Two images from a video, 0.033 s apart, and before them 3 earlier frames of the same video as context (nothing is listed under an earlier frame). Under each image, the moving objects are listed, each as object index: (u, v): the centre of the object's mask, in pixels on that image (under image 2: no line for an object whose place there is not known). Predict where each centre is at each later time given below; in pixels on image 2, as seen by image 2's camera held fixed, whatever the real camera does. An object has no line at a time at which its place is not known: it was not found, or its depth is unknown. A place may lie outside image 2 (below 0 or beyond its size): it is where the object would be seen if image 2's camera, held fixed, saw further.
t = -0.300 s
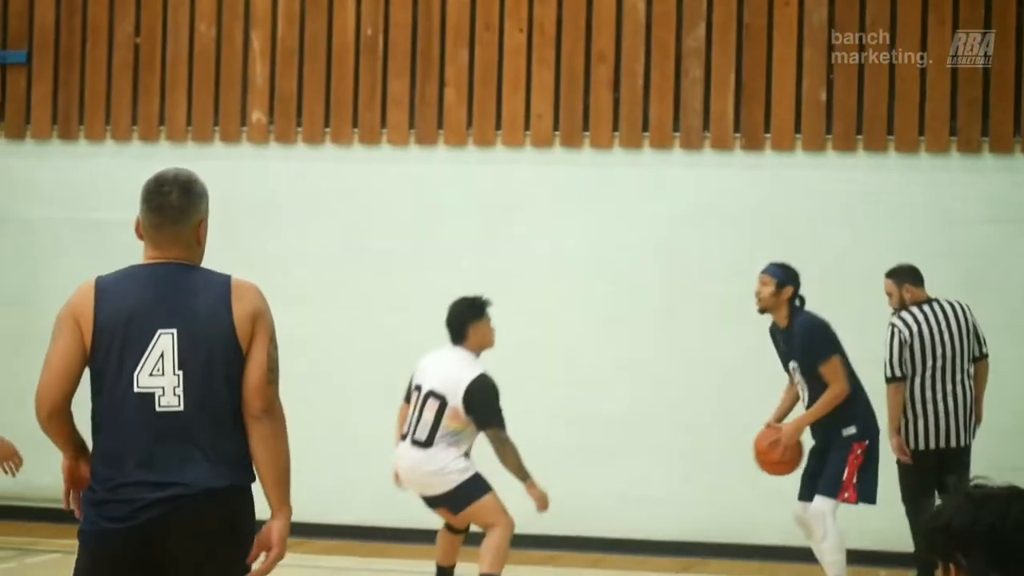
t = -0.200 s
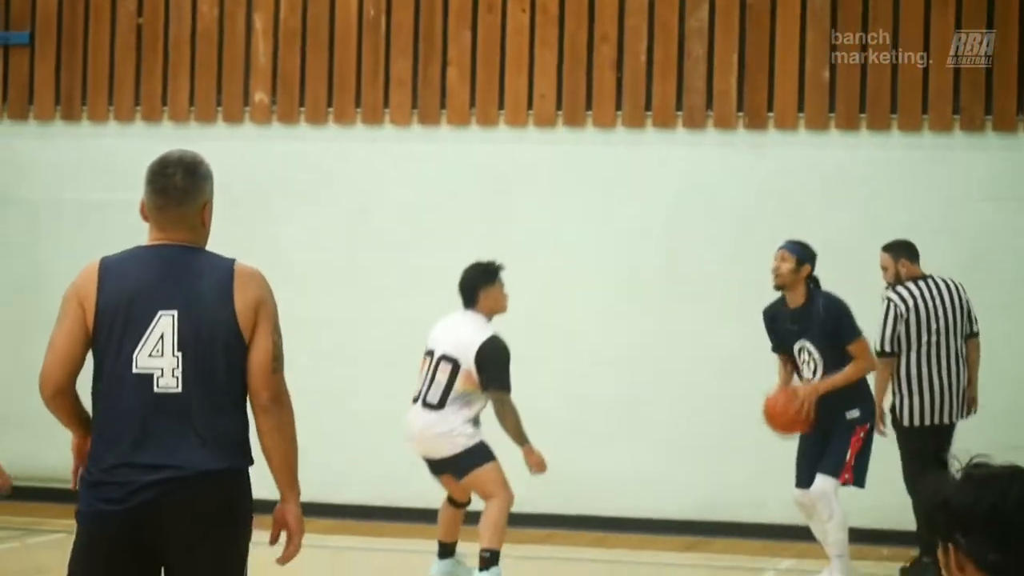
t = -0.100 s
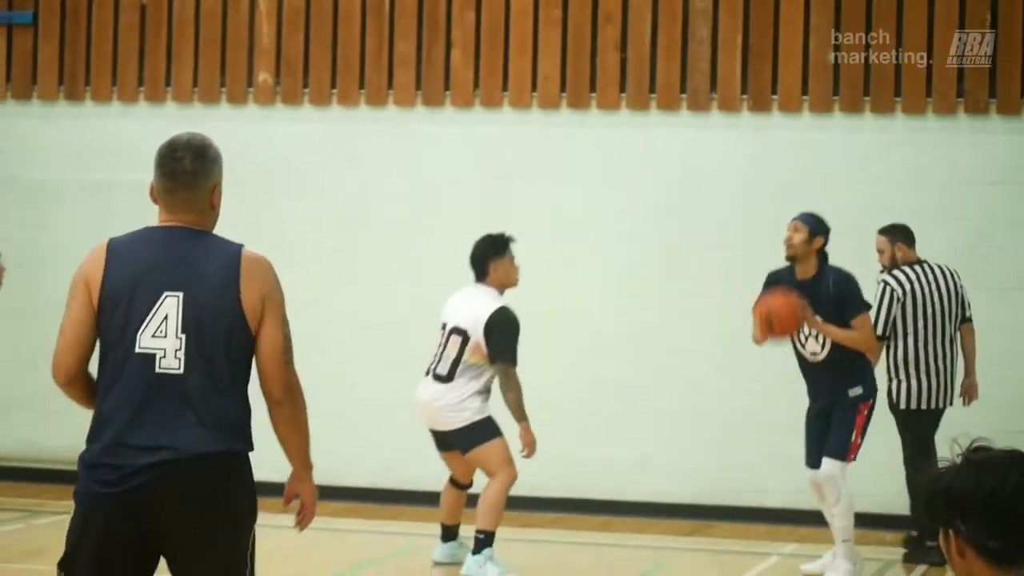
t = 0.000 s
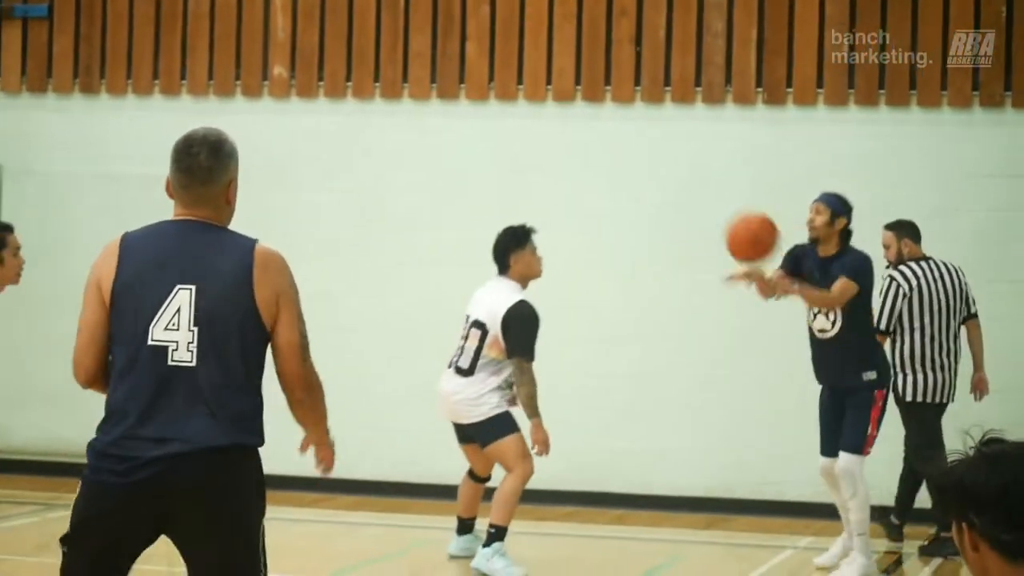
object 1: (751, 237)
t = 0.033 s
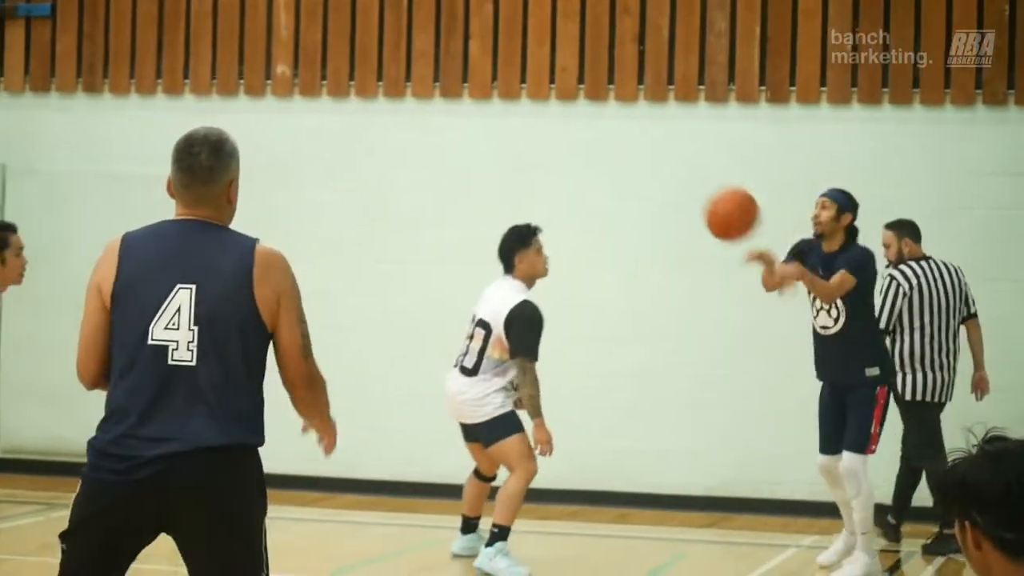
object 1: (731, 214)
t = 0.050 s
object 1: (720, 203)
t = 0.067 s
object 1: (708, 193)
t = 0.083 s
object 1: (697, 183)
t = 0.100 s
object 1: (685, 174)
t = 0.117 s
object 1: (672, 164)
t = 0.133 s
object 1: (659, 156)
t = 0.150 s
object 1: (647, 148)
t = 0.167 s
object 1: (634, 140)
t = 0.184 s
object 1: (619, 132)
